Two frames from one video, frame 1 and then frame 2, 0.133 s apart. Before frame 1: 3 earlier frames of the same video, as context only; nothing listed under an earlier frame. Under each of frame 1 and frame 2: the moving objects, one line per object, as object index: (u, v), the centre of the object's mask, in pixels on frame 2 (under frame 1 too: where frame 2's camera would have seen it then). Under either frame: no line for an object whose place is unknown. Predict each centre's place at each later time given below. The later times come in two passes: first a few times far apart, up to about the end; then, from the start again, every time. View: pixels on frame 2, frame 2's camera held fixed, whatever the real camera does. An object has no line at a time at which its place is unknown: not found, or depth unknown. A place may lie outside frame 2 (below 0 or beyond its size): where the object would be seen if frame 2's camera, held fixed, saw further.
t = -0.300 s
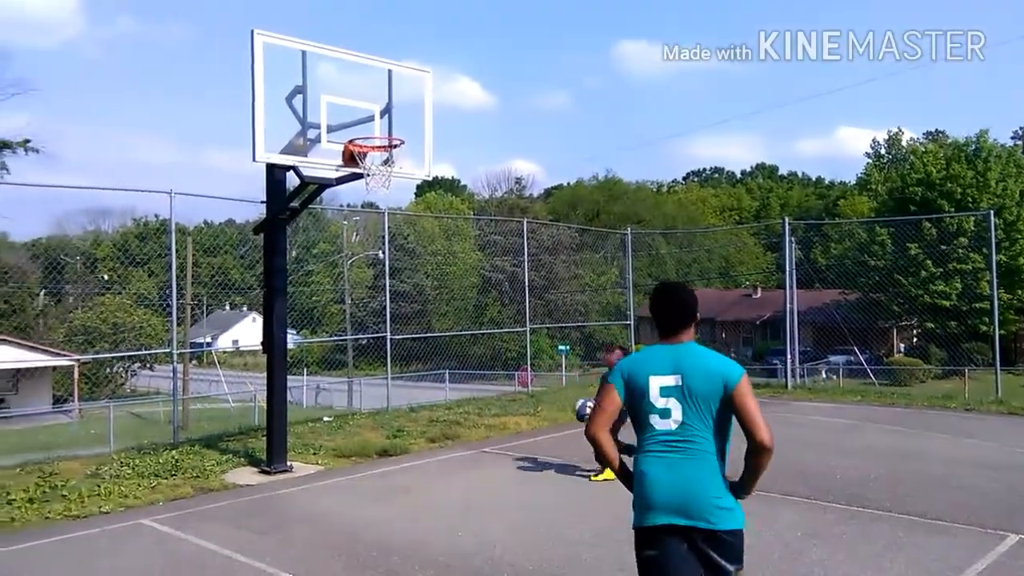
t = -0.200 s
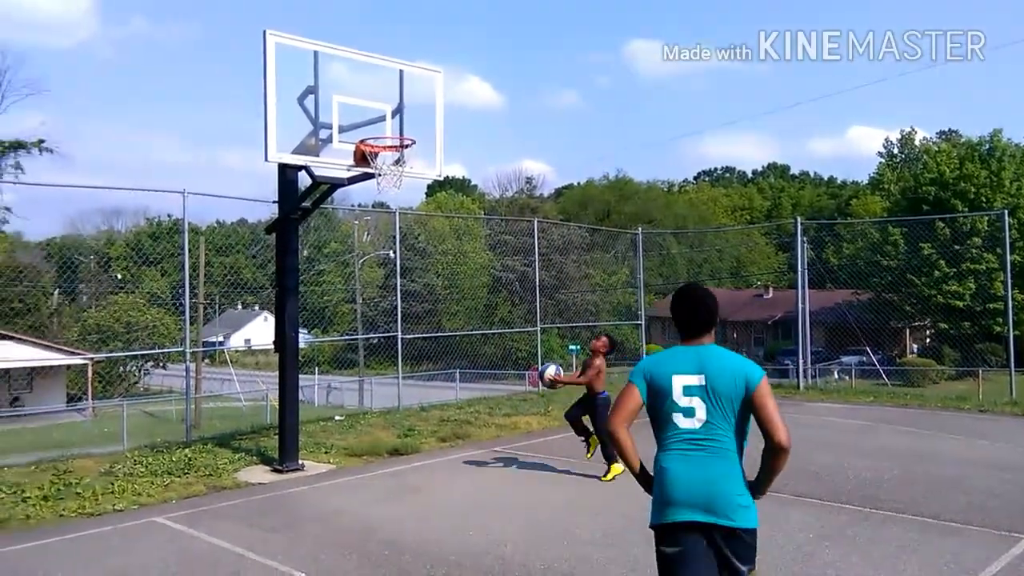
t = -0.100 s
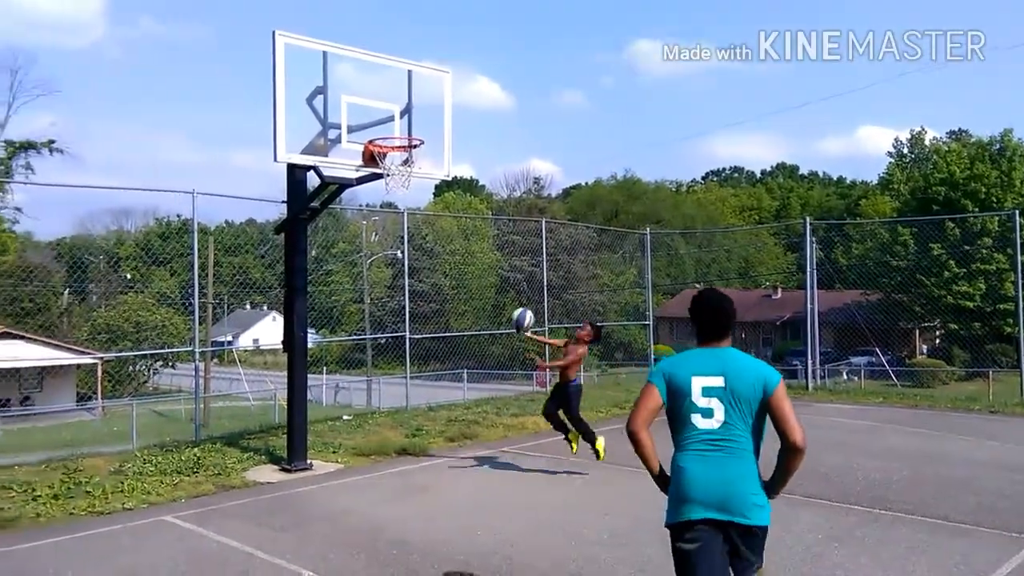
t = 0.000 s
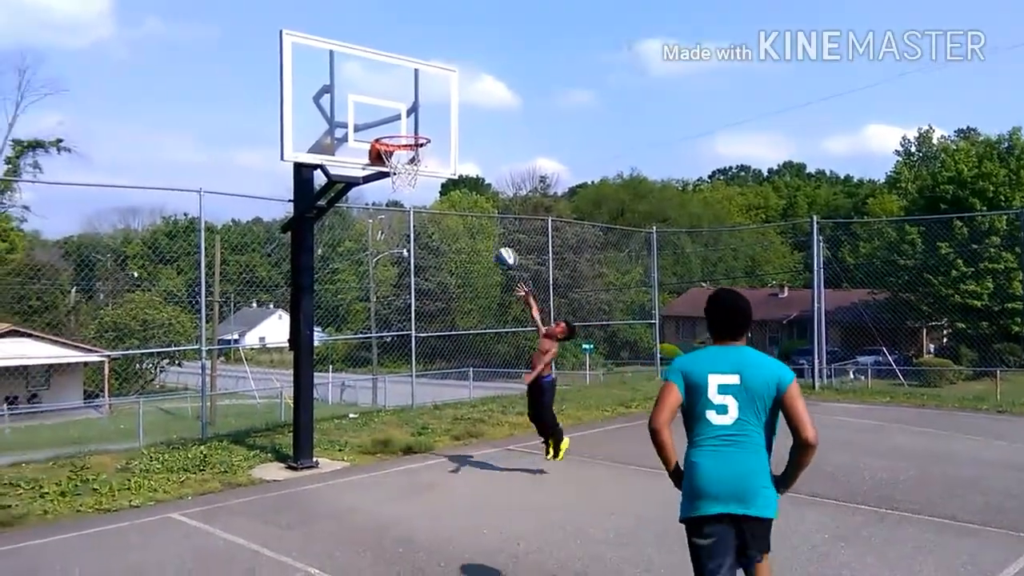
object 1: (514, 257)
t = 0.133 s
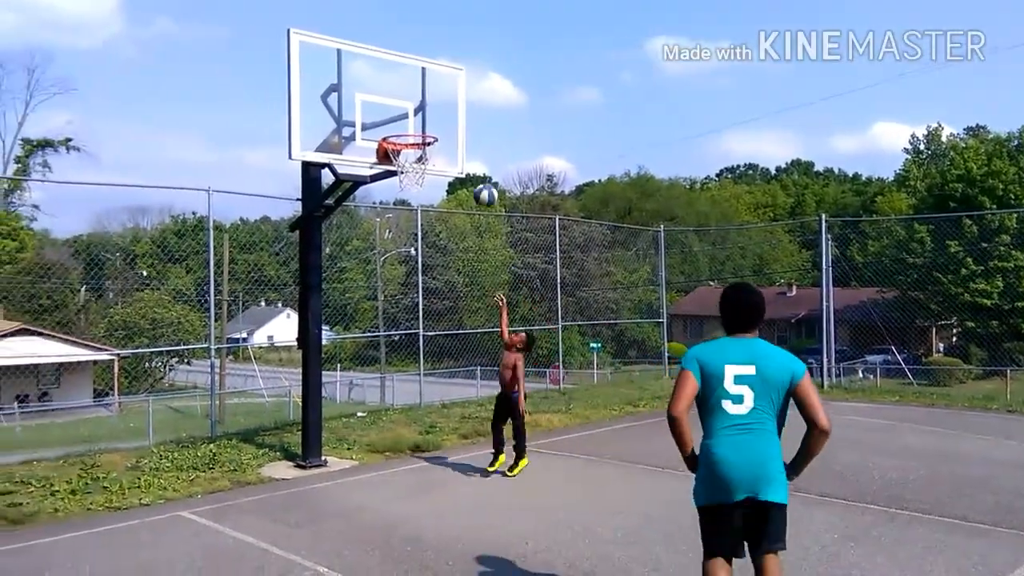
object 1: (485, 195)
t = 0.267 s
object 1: (457, 151)
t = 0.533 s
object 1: (421, 115)
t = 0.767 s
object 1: (420, 138)
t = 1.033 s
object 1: (413, 198)
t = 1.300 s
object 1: (406, 319)
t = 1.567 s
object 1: (395, 454)
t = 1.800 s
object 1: (374, 343)
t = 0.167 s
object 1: (478, 182)
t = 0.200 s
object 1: (471, 169)
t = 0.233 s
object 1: (464, 161)
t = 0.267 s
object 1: (457, 151)
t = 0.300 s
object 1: (451, 144)
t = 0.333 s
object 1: (445, 137)
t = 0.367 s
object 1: (438, 131)
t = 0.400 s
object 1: (431, 126)
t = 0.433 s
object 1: (424, 123)
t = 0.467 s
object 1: (423, 119)
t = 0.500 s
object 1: (422, 117)
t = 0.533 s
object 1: (421, 115)
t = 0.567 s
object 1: (421, 115)
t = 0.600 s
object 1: (422, 116)
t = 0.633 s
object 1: (421, 117)
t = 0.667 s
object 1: (421, 121)
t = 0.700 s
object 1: (421, 124)
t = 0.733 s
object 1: (420, 132)
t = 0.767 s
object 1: (420, 138)
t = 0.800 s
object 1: (419, 148)
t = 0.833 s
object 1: (418, 156)
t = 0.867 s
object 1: (418, 166)
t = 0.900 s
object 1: (415, 175)
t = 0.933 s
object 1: (417, 181)
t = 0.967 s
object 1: (415, 184)
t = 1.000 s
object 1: (414, 191)
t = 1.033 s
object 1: (413, 198)
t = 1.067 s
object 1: (412, 209)
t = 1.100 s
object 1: (411, 220)
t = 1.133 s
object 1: (408, 234)
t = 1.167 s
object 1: (408, 247)
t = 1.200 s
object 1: (407, 263)
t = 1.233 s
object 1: (407, 280)
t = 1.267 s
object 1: (407, 297)
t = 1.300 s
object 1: (406, 319)
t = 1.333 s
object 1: (405, 338)
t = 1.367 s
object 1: (404, 361)
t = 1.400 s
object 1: (403, 386)
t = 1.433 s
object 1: (402, 410)
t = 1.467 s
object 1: (401, 437)
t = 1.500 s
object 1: (400, 465)
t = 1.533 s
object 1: (398, 476)
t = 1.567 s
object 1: (395, 454)
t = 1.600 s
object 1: (392, 434)
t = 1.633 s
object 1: (388, 417)
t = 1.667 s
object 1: (385, 399)
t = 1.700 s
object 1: (382, 384)
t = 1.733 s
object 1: (380, 369)
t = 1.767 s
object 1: (377, 356)
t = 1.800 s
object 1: (374, 343)
